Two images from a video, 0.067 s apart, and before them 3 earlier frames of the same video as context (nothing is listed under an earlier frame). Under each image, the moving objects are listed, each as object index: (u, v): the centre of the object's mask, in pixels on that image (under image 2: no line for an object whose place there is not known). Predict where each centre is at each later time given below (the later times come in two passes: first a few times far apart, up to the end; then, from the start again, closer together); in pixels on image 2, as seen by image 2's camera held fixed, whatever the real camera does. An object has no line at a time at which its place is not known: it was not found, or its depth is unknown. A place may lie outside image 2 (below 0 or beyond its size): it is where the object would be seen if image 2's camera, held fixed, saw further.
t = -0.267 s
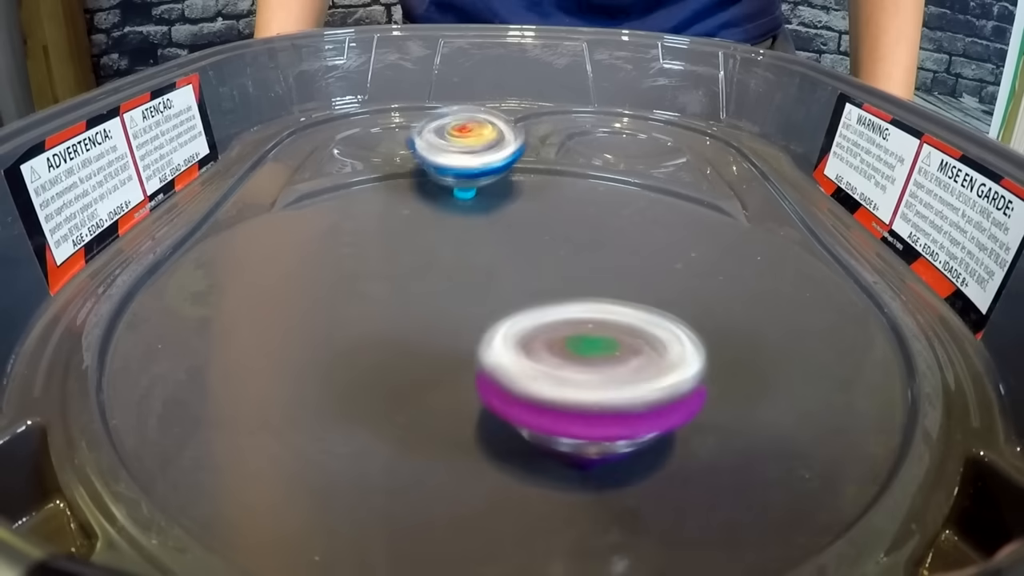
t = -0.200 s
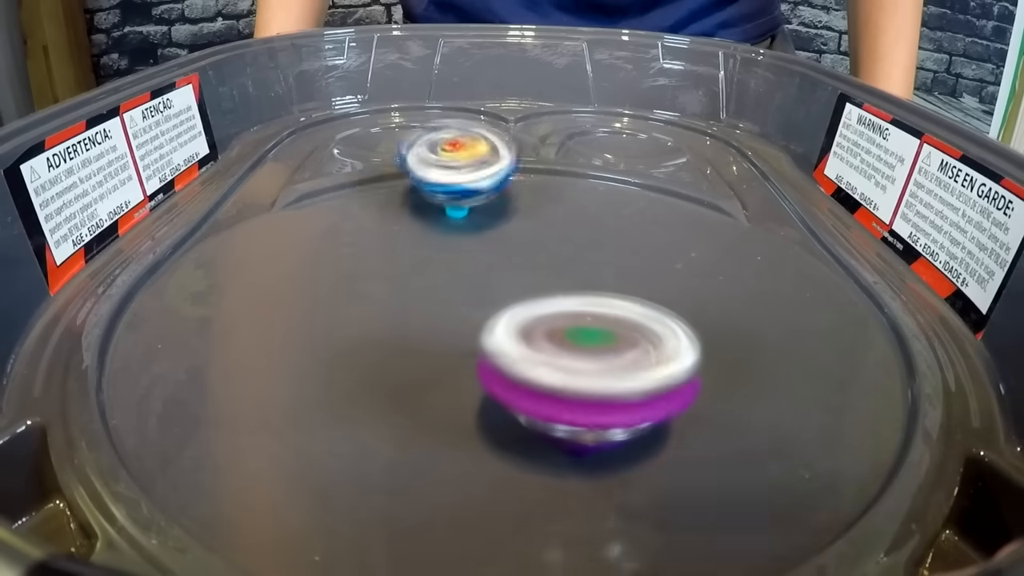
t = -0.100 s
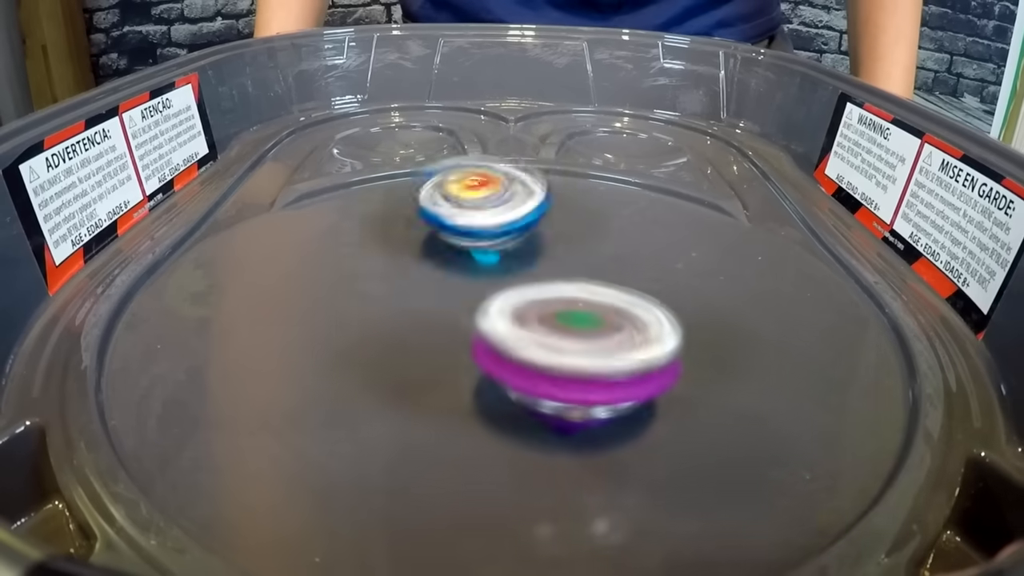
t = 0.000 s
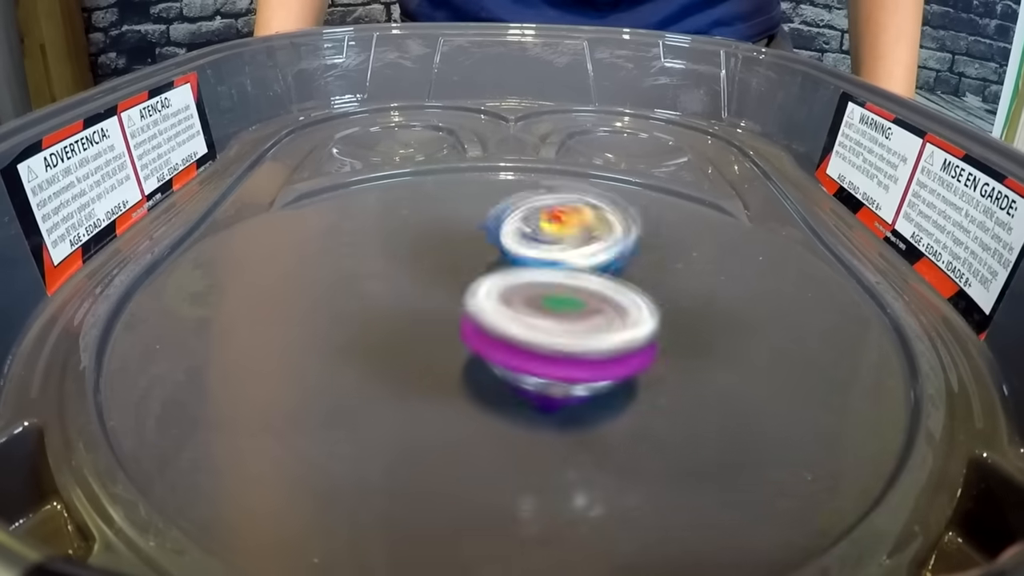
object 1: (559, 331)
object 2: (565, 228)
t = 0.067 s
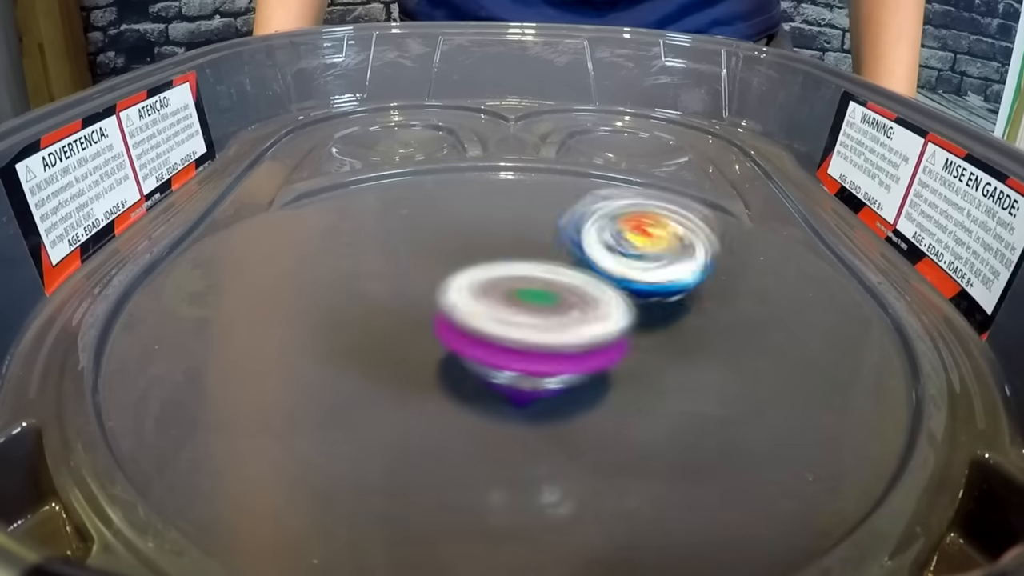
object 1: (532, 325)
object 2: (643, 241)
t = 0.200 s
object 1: (487, 312)
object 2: (746, 225)
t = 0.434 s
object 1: (459, 281)
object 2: (753, 199)
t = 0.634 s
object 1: (432, 249)
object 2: (627, 263)
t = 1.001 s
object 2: (551, 310)
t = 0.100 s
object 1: (512, 324)
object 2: (674, 237)
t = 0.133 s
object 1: (499, 321)
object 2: (700, 231)
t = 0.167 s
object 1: (492, 316)
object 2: (724, 227)
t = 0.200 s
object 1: (487, 312)
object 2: (746, 225)
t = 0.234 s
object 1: (482, 307)
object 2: (769, 219)
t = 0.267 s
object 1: (478, 303)
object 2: (784, 215)
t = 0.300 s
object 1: (473, 299)
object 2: (792, 211)
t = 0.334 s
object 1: (469, 294)
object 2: (794, 205)
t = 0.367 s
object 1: (465, 290)
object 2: (787, 201)
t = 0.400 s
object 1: (462, 285)
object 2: (774, 198)
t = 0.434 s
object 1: (459, 281)
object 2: (753, 199)
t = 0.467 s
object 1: (455, 276)
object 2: (728, 205)
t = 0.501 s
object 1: (454, 272)
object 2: (703, 214)
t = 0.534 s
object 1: (452, 267)
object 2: (677, 224)
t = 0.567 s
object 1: (452, 263)
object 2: (654, 237)
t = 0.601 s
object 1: (452, 258)
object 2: (630, 248)
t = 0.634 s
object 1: (432, 249)
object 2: (627, 263)
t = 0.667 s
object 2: (654, 277)
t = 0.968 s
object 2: (575, 306)
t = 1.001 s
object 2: (551, 310)
